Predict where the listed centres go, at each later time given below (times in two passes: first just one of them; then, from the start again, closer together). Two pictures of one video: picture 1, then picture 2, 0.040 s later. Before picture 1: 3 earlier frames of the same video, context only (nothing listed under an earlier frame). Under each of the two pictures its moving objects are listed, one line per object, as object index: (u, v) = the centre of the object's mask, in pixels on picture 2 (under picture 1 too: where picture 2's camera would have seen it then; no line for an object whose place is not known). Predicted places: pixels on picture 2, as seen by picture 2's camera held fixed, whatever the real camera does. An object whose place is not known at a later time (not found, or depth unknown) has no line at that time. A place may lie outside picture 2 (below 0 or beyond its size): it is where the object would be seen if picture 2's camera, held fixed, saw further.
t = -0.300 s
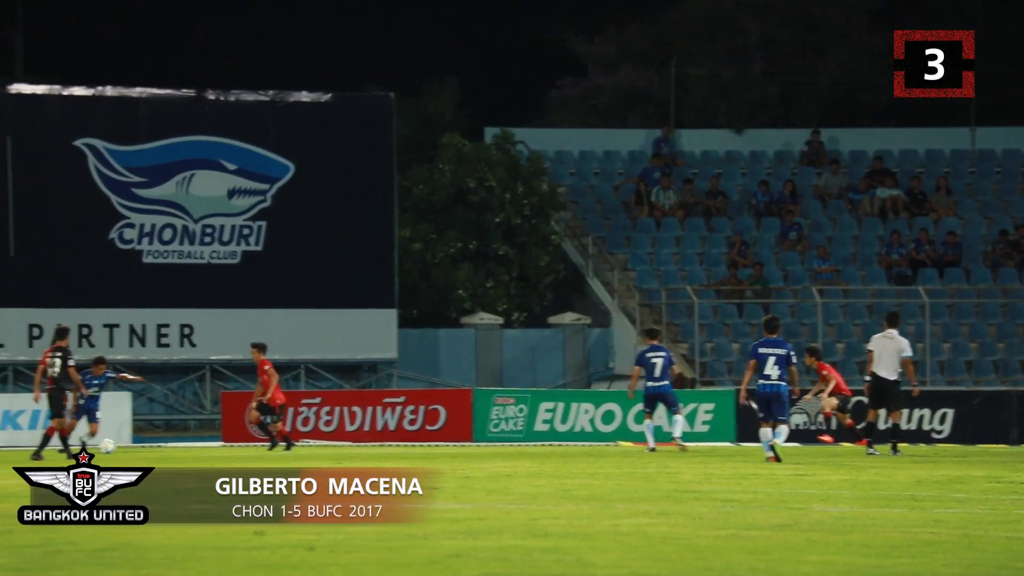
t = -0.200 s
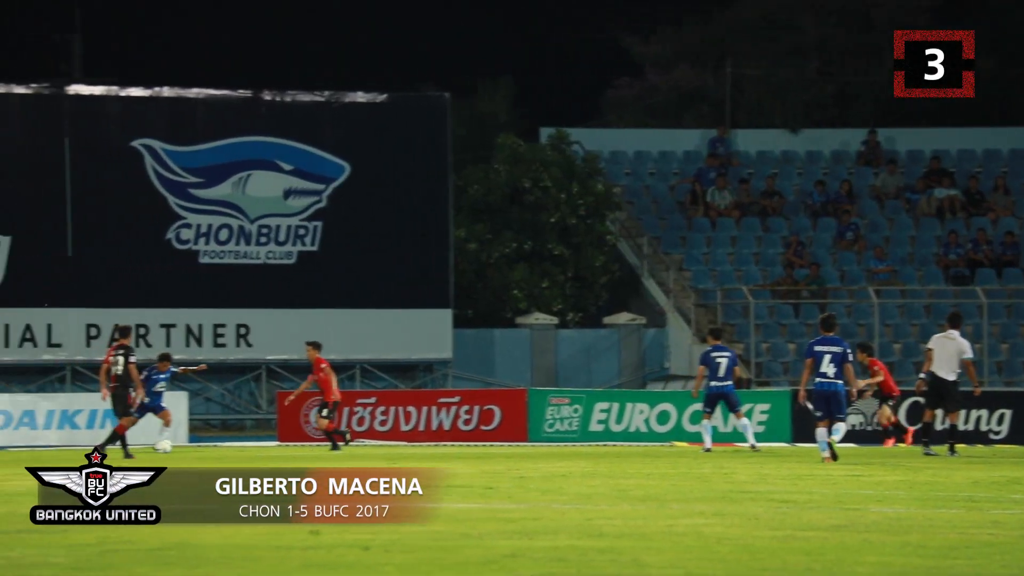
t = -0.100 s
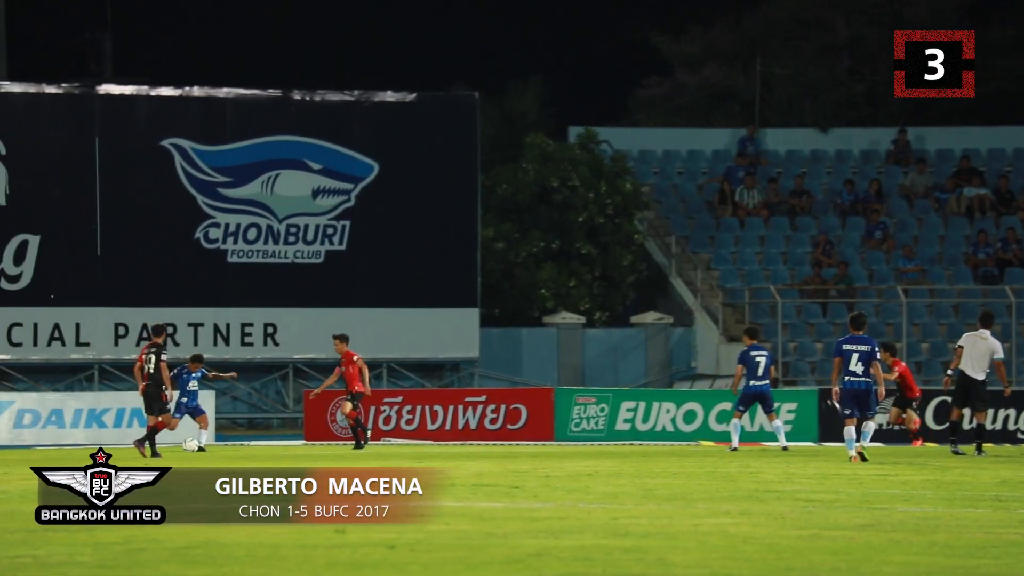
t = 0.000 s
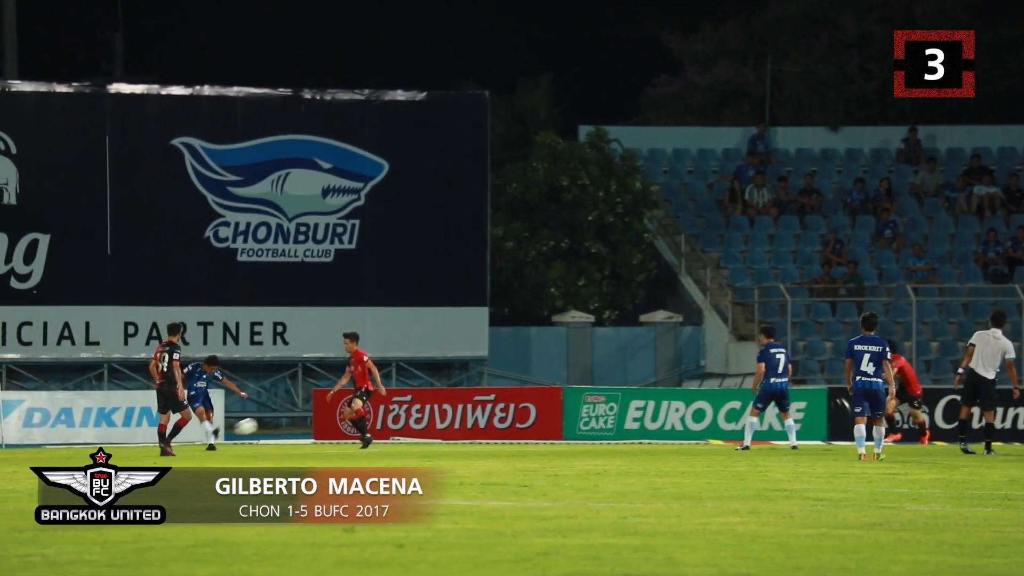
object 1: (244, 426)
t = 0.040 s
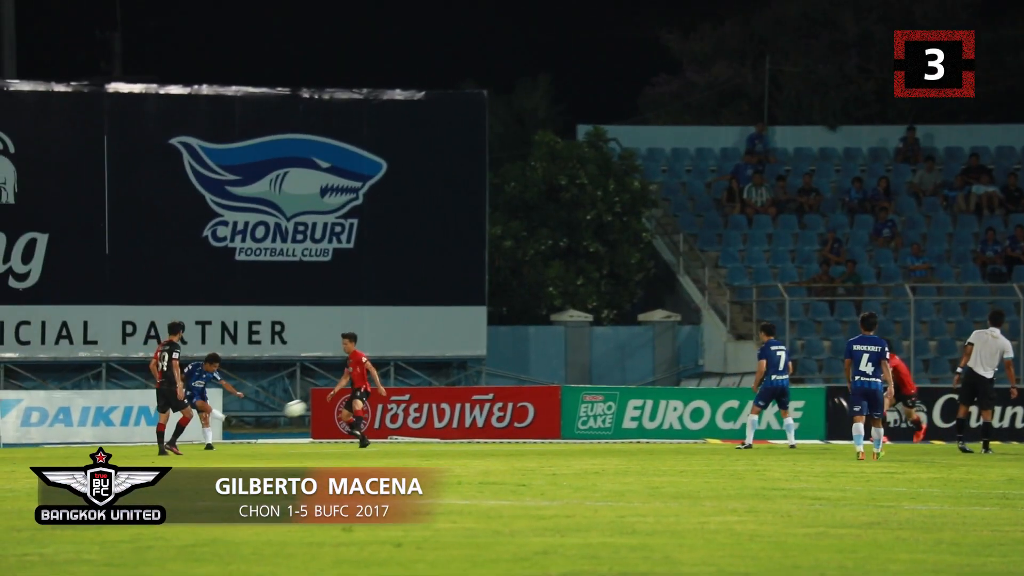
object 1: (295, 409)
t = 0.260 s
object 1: (568, 330)
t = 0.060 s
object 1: (321, 400)
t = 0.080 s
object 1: (347, 391)
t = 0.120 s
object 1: (395, 376)
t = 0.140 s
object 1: (421, 369)
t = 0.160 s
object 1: (445, 361)
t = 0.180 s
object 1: (470, 355)
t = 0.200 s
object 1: (495, 348)
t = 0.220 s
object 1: (520, 342)
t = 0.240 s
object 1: (544, 335)
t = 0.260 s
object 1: (568, 330)
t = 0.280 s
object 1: (593, 324)
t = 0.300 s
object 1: (618, 319)
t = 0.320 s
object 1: (641, 314)
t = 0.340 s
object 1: (665, 309)
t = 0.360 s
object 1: (688, 305)
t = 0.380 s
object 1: (713, 300)
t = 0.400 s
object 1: (736, 296)
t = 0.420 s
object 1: (759, 292)
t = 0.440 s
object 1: (783, 289)
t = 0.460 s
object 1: (808, 285)
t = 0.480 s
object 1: (832, 283)
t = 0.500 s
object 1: (857, 280)
